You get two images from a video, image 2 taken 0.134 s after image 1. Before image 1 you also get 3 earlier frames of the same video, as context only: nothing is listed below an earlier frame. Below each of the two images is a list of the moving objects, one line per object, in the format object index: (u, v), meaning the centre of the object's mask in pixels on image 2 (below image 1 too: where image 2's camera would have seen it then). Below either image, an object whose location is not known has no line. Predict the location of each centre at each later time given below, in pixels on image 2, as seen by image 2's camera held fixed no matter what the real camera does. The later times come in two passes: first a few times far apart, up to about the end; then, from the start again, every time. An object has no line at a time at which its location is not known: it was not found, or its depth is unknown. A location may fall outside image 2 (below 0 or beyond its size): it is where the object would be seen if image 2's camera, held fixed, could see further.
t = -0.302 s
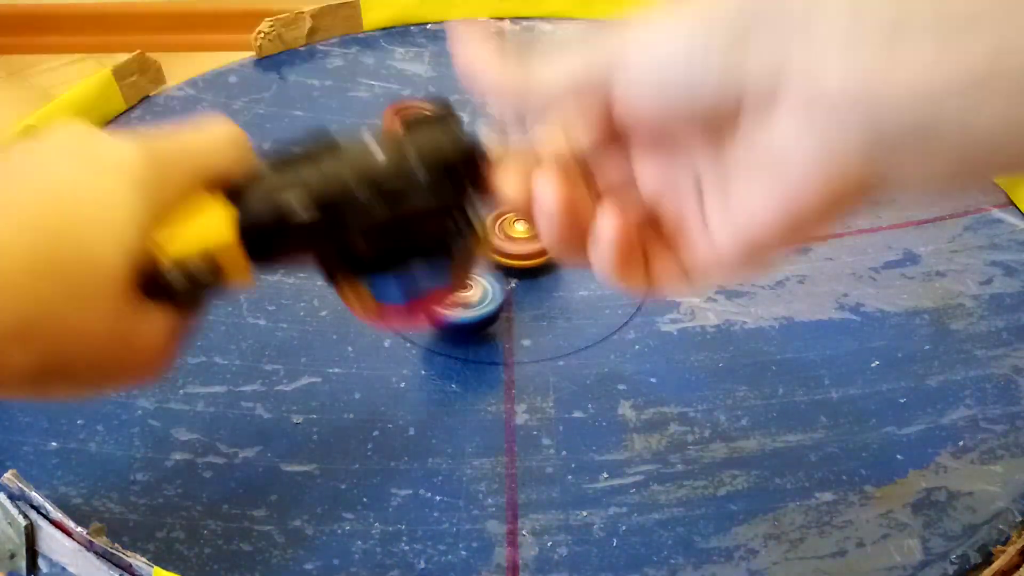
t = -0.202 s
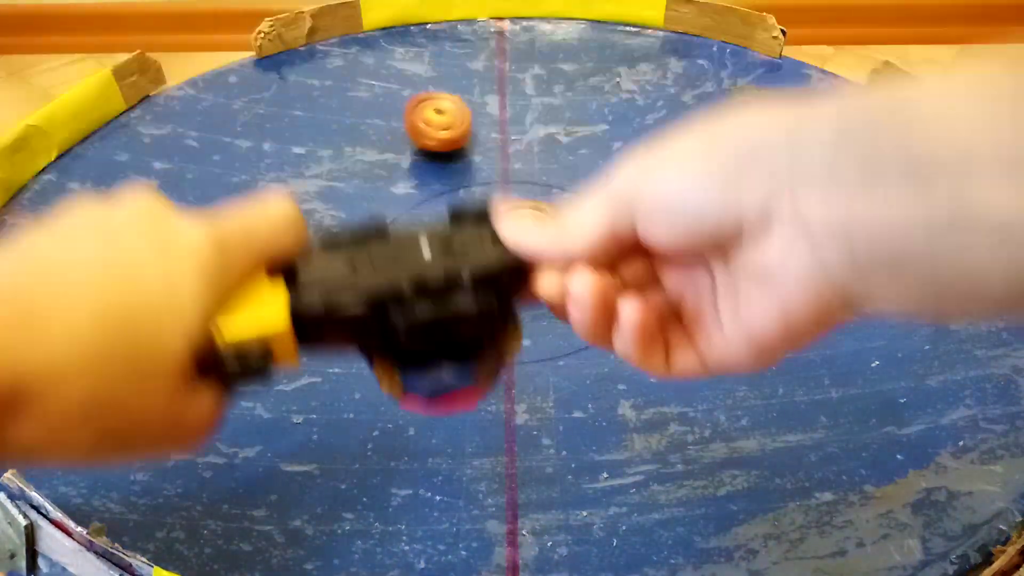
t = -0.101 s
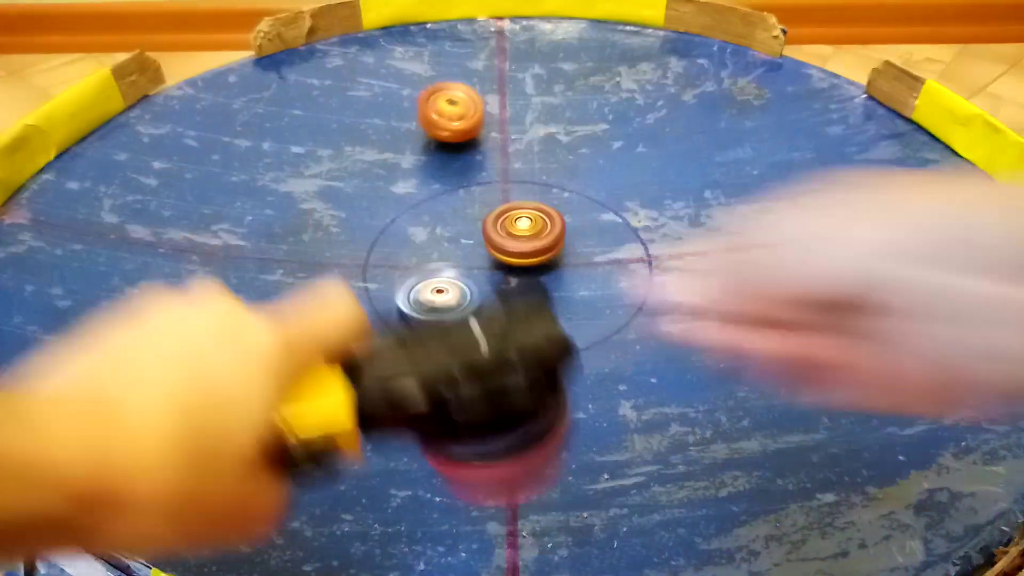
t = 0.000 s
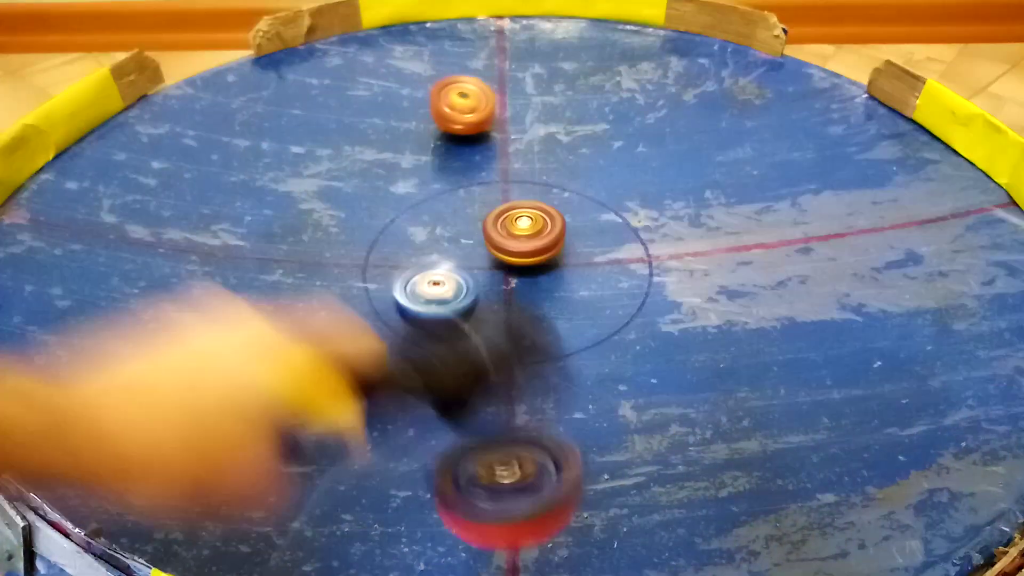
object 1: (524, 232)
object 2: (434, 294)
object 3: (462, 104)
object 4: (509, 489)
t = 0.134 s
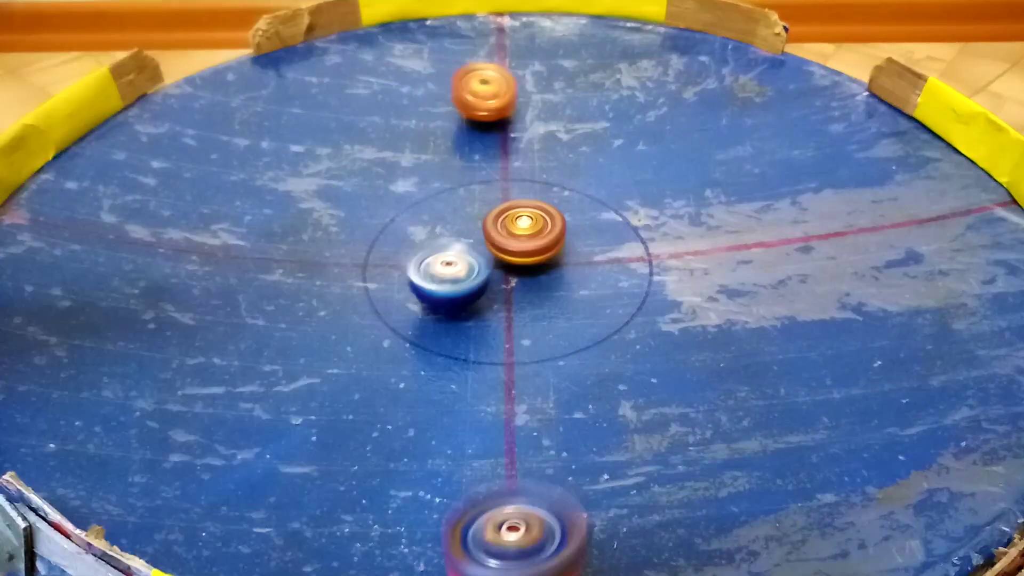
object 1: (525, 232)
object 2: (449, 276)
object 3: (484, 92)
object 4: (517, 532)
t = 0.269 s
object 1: (529, 229)
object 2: (458, 267)
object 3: (508, 83)
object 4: (485, 499)
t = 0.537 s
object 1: (541, 219)
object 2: (467, 272)
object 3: (559, 84)
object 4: (355, 366)
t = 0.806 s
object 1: (542, 219)
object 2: (471, 277)
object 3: (645, 111)
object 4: (205, 254)
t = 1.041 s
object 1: (542, 219)
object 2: (476, 259)
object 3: (735, 139)
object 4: (100, 209)
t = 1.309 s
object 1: (544, 218)
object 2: (483, 256)
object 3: (861, 153)
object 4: (33, 236)
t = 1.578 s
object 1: (552, 214)
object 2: (419, 267)
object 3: (895, 154)
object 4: (196, 329)
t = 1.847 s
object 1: (678, 154)
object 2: (325, 242)
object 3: (824, 193)
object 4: (378, 298)
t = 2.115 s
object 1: (888, 110)
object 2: (42, 238)
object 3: (735, 253)
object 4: (365, 205)
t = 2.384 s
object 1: (888, 185)
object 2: (77, 204)
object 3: (656, 333)
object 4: (251, 165)
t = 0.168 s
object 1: (525, 232)
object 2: (452, 273)
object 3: (491, 90)
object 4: (511, 529)
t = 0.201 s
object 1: (525, 232)
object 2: (455, 270)
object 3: (498, 88)
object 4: (503, 525)
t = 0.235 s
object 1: (526, 231)
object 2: (460, 268)
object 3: (503, 85)
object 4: (495, 514)
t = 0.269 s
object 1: (529, 229)
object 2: (458, 267)
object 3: (508, 83)
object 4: (485, 499)
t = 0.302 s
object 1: (532, 226)
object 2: (458, 270)
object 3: (514, 82)
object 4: (475, 484)
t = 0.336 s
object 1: (535, 224)
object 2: (457, 271)
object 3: (520, 80)
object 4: (463, 467)
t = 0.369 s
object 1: (538, 222)
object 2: (457, 273)
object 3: (527, 80)
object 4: (449, 450)
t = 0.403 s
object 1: (540, 220)
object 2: (458, 275)
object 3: (533, 80)
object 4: (433, 433)
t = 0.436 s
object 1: (541, 219)
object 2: (457, 272)
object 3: (540, 80)
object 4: (415, 416)
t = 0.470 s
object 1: (541, 219)
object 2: (459, 271)
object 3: (546, 81)
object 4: (398, 401)
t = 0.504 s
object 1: (541, 219)
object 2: (462, 271)
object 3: (553, 82)
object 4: (378, 384)
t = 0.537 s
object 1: (541, 219)
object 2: (467, 272)
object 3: (559, 84)
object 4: (355, 366)
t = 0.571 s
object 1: (542, 219)
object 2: (471, 272)
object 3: (567, 87)
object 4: (336, 350)
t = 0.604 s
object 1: (543, 219)
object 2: (475, 272)
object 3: (577, 90)
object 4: (316, 334)
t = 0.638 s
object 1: (542, 219)
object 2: (477, 273)
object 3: (587, 93)
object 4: (296, 320)
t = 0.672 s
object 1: (541, 219)
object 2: (479, 273)
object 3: (599, 96)
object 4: (277, 305)
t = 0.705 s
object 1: (541, 219)
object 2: (478, 274)
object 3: (610, 98)
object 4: (257, 289)
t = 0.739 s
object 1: (542, 219)
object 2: (476, 274)
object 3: (622, 101)
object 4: (237, 276)
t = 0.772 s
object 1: (542, 219)
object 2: (474, 274)
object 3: (633, 106)
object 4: (220, 263)
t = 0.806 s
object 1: (542, 219)
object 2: (471, 277)
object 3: (645, 111)
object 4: (205, 254)
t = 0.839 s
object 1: (542, 220)
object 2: (468, 277)
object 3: (657, 114)
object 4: (190, 244)
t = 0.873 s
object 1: (542, 220)
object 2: (466, 276)
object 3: (668, 119)
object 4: (171, 234)
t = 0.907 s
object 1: (541, 219)
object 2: (466, 272)
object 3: (680, 123)
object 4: (156, 226)
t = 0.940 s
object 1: (542, 219)
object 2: (468, 270)
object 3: (692, 127)
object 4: (140, 221)
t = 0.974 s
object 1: (542, 219)
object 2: (471, 265)
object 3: (707, 131)
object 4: (126, 217)
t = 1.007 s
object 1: (543, 219)
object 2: (474, 263)
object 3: (721, 135)
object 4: (113, 212)
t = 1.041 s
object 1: (542, 219)
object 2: (476, 259)
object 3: (735, 139)
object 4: (100, 209)
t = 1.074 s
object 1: (543, 219)
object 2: (476, 258)
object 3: (751, 143)
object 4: (84, 208)
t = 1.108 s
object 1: (543, 219)
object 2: (476, 258)
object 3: (766, 146)
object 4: (73, 208)
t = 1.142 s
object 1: (543, 219)
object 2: (476, 258)
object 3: (781, 148)
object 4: (60, 209)
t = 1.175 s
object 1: (543, 219)
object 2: (476, 258)
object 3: (797, 151)
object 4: (52, 211)
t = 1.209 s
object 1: (543, 219)
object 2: (476, 258)
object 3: (813, 153)
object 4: (45, 217)
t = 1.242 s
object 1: (543, 219)
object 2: (477, 258)
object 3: (829, 154)
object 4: (40, 221)
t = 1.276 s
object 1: (543, 219)
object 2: (479, 257)
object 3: (845, 154)
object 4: (36, 230)
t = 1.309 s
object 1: (544, 218)
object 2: (483, 256)
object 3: (861, 153)
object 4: (33, 236)
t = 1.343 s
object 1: (547, 215)
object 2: (479, 255)
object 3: (876, 152)
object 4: (31, 246)
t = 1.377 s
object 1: (552, 212)
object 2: (472, 259)
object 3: (890, 151)
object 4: (31, 261)
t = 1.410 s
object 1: (555, 209)
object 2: (465, 263)
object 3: (900, 150)
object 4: (33, 273)
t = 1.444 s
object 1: (556, 209)
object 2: (455, 267)
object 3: (906, 150)
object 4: (44, 293)
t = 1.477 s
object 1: (556, 209)
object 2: (447, 269)
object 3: (907, 150)
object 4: (61, 307)
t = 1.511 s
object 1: (555, 211)
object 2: (438, 269)
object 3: (904, 151)
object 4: (99, 318)
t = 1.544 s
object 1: (553, 212)
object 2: (429, 268)
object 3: (899, 152)
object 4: (143, 326)
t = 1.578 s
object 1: (552, 214)
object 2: (419, 267)
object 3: (895, 154)
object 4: (196, 329)
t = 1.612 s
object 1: (550, 215)
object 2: (412, 266)
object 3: (890, 156)
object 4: (239, 328)
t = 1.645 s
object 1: (550, 215)
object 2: (408, 265)
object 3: (883, 160)
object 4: (292, 322)
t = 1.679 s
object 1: (550, 215)
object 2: (406, 263)
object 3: (876, 164)
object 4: (338, 310)
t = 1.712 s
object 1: (549, 215)
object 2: (427, 246)
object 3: (868, 169)
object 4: (353, 304)
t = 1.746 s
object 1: (549, 215)
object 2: (461, 226)
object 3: (858, 175)
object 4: (357, 309)
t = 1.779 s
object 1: (582, 197)
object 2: (439, 231)
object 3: (847, 181)
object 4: (364, 308)
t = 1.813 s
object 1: (634, 174)
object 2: (386, 235)
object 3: (836, 187)
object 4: (372, 304)
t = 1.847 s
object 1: (678, 154)
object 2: (325, 242)
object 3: (824, 193)
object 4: (378, 298)
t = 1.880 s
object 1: (717, 135)
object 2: (279, 250)
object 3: (814, 200)
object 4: (384, 293)
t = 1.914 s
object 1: (750, 118)
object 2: (231, 255)
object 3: (804, 206)
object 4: (389, 281)
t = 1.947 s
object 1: (780, 109)
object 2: (189, 258)
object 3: (793, 212)
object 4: (391, 270)
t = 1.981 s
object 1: (807, 103)
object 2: (151, 256)
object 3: (782, 218)
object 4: (391, 256)
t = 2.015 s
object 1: (832, 100)
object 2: (116, 254)
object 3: (770, 227)
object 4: (388, 243)
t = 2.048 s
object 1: (858, 96)
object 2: (87, 249)
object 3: (759, 236)
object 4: (383, 230)
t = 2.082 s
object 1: (876, 101)
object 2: (63, 245)
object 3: (747, 244)
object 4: (374, 218)
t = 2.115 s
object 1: (888, 110)
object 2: (42, 238)
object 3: (735, 253)
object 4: (365, 205)
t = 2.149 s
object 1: (896, 123)
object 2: (30, 234)
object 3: (722, 262)
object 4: (353, 194)
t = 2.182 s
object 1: (901, 134)
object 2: (22, 230)
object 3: (711, 271)
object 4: (341, 185)
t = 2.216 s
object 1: (903, 143)
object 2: (23, 224)
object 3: (701, 280)
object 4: (326, 179)
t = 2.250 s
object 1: (904, 152)
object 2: (30, 219)
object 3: (691, 290)
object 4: (311, 172)
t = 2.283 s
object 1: (904, 160)
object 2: (38, 212)
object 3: (682, 299)
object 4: (298, 166)
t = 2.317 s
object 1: (900, 169)
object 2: (50, 209)
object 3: (672, 311)
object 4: (283, 165)
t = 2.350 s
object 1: (895, 177)
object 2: (64, 206)
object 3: (663, 322)
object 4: (266, 164)
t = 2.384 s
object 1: (888, 185)
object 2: (77, 204)
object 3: (656, 333)
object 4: (251, 165)
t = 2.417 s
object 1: (879, 194)
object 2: (94, 203)
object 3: (650, 343)
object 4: (233, 169)
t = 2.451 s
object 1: (869, 201)
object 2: (110, 206)
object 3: (643, 352)
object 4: (219, 177)
